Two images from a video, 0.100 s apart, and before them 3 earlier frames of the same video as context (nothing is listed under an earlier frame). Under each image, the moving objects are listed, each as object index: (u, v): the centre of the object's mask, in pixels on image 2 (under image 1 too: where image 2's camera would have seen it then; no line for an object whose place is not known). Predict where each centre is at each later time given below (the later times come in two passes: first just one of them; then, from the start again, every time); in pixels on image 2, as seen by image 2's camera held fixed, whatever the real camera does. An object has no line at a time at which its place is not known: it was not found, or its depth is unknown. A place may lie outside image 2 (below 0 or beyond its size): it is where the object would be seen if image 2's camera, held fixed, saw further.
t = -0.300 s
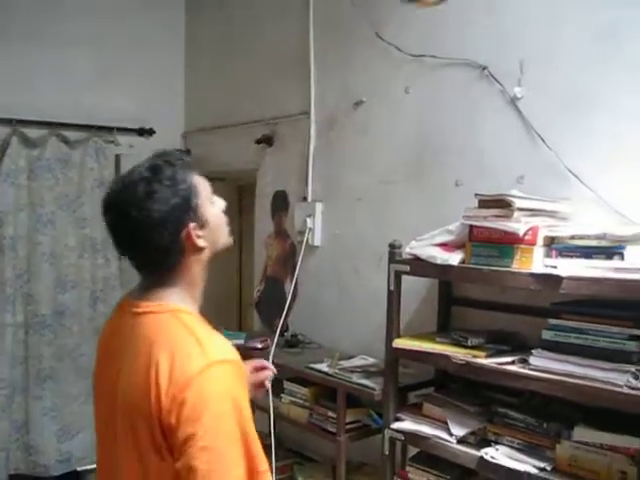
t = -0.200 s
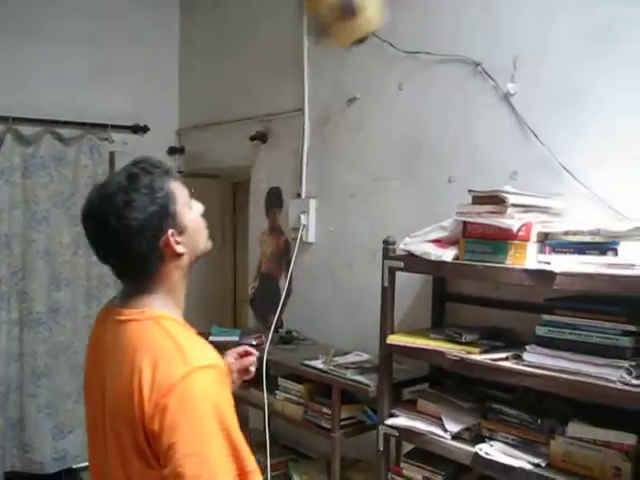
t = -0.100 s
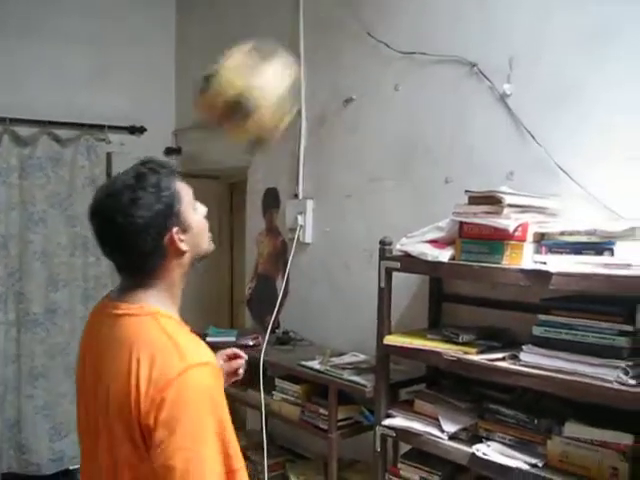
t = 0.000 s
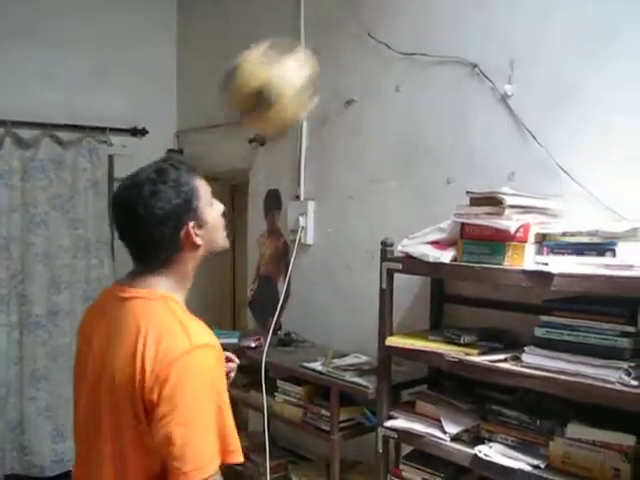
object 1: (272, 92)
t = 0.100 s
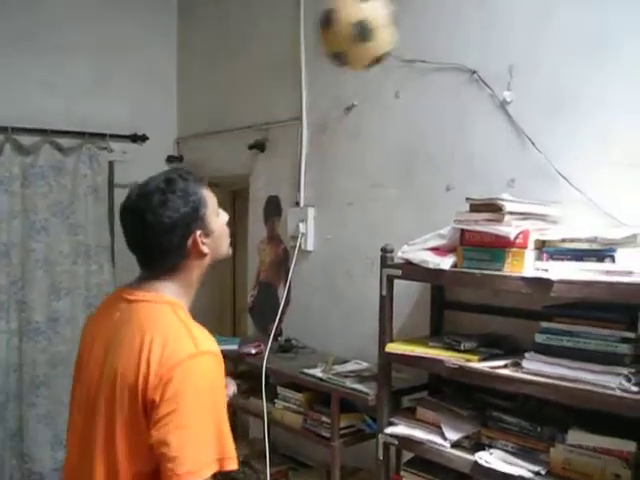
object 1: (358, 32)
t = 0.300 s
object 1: (430, 10)
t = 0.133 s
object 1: (381, 23)
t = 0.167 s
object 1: (403, 18)
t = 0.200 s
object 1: (422, 14)
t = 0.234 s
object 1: (440, 13)
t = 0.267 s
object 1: (449, 13)
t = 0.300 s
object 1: (430, 10)
